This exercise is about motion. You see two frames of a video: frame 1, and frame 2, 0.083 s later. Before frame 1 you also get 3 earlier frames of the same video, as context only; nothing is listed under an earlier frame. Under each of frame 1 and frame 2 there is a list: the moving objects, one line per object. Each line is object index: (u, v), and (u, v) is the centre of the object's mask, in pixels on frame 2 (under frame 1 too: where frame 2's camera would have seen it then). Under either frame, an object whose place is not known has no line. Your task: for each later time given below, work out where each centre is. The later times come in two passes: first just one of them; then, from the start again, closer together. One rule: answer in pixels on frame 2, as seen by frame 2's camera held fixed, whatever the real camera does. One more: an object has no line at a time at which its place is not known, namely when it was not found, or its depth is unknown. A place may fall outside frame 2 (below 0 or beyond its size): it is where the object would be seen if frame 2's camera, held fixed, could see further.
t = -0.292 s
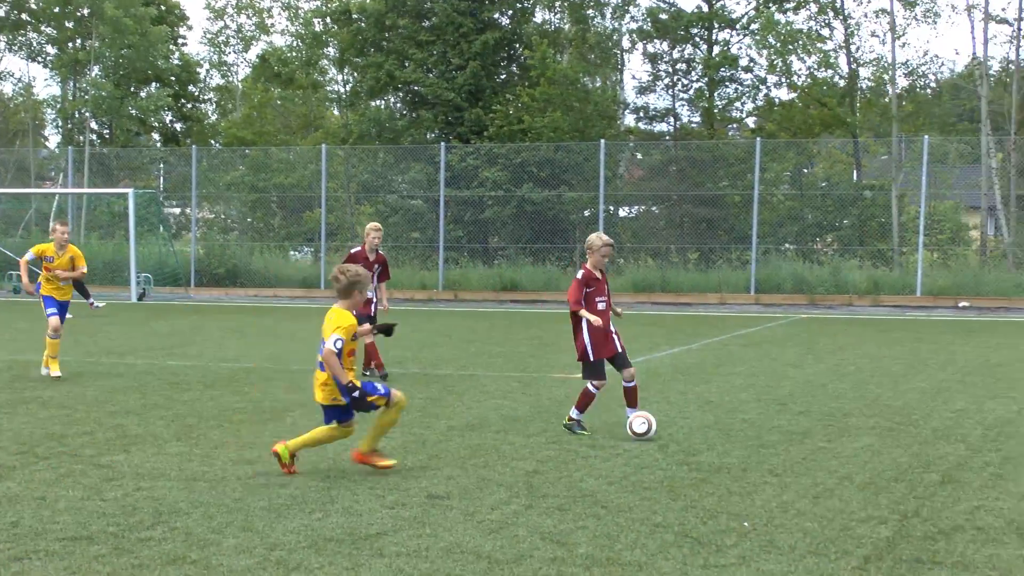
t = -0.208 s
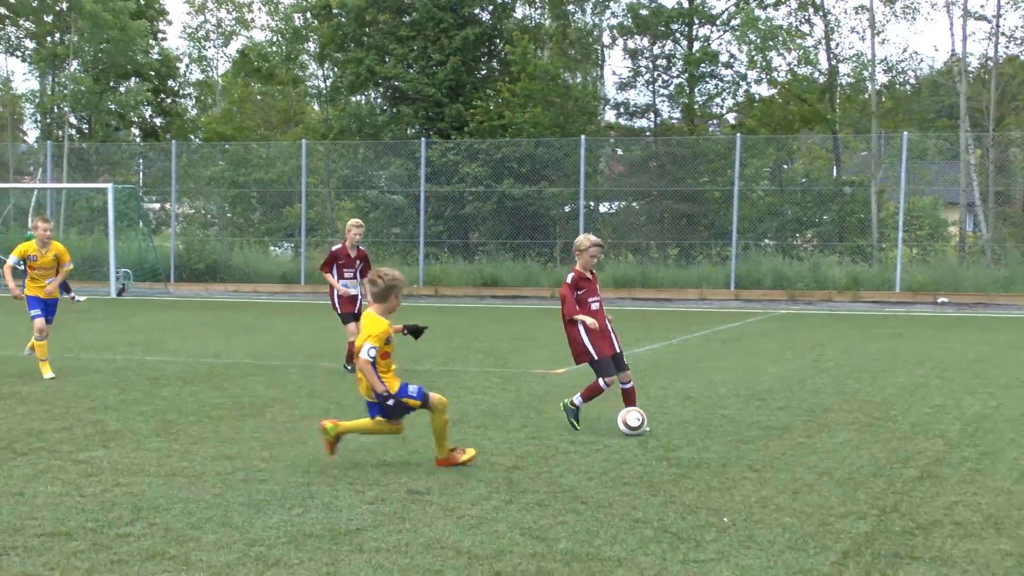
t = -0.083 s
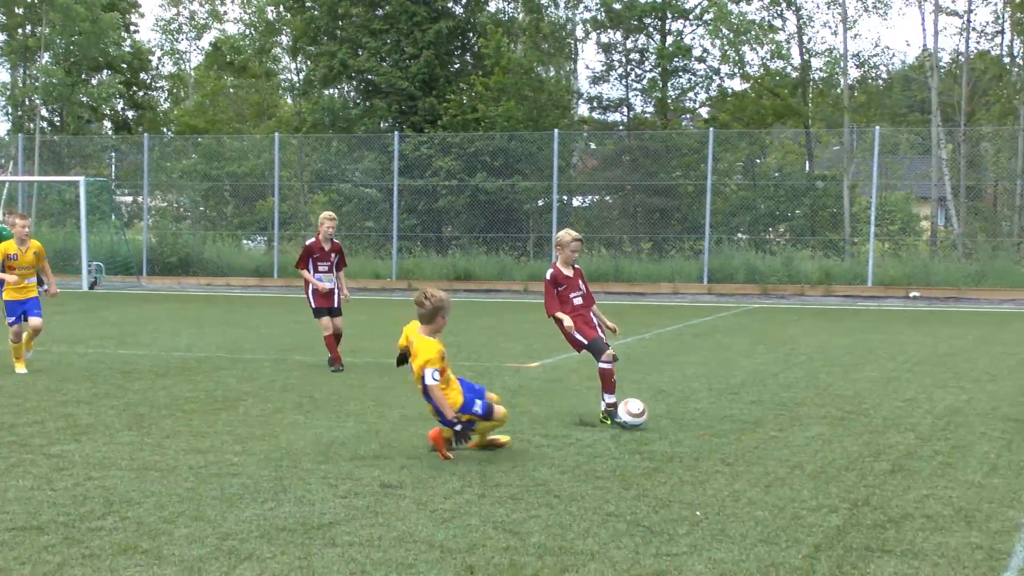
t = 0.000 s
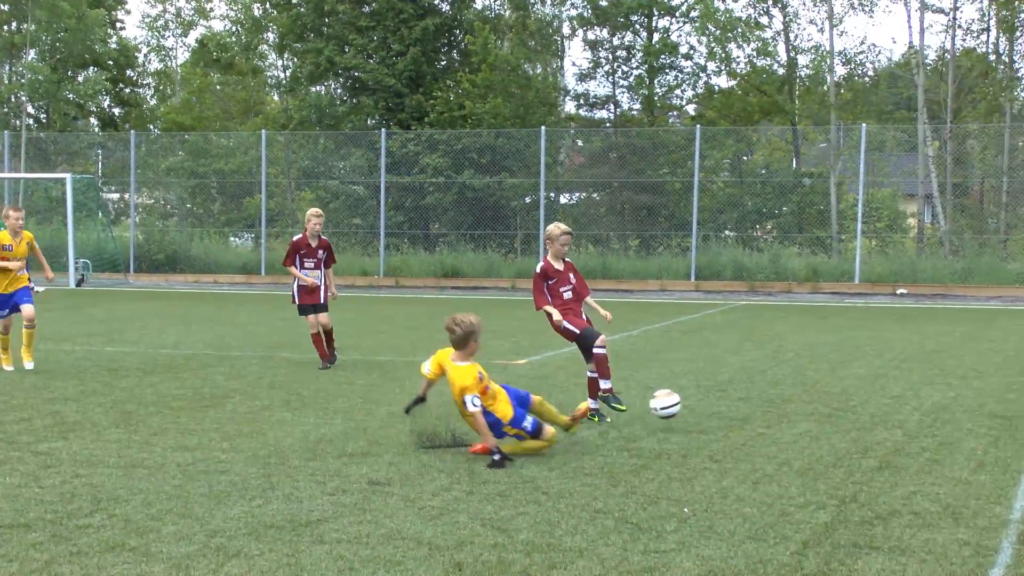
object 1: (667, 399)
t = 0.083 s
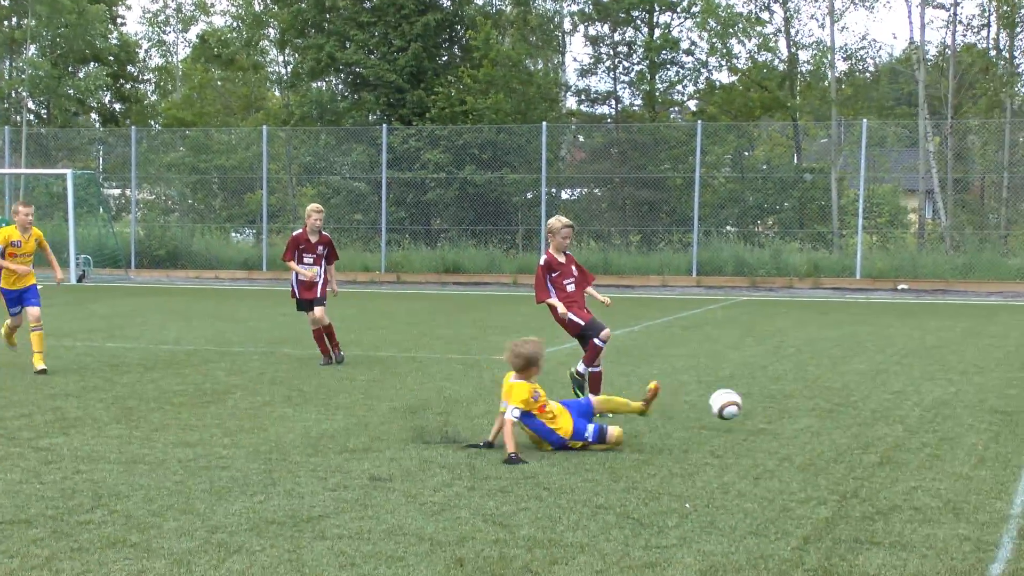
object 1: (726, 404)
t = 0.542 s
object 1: (963, 438)
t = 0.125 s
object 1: (750, 410)
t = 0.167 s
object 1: (774, 420)
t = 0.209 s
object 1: (797, 424)
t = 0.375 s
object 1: (882, 430)
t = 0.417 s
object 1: (901, 434)
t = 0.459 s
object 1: (918, 432)
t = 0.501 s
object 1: (945, 434)
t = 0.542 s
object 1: (963, 438)
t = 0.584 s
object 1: (978, 438)
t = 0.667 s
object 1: (1006, 437)
